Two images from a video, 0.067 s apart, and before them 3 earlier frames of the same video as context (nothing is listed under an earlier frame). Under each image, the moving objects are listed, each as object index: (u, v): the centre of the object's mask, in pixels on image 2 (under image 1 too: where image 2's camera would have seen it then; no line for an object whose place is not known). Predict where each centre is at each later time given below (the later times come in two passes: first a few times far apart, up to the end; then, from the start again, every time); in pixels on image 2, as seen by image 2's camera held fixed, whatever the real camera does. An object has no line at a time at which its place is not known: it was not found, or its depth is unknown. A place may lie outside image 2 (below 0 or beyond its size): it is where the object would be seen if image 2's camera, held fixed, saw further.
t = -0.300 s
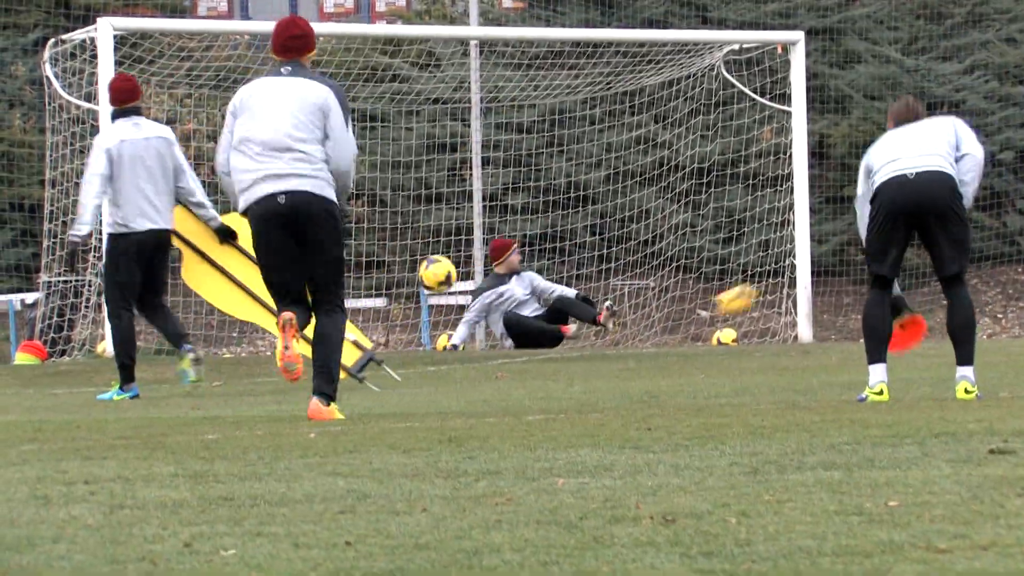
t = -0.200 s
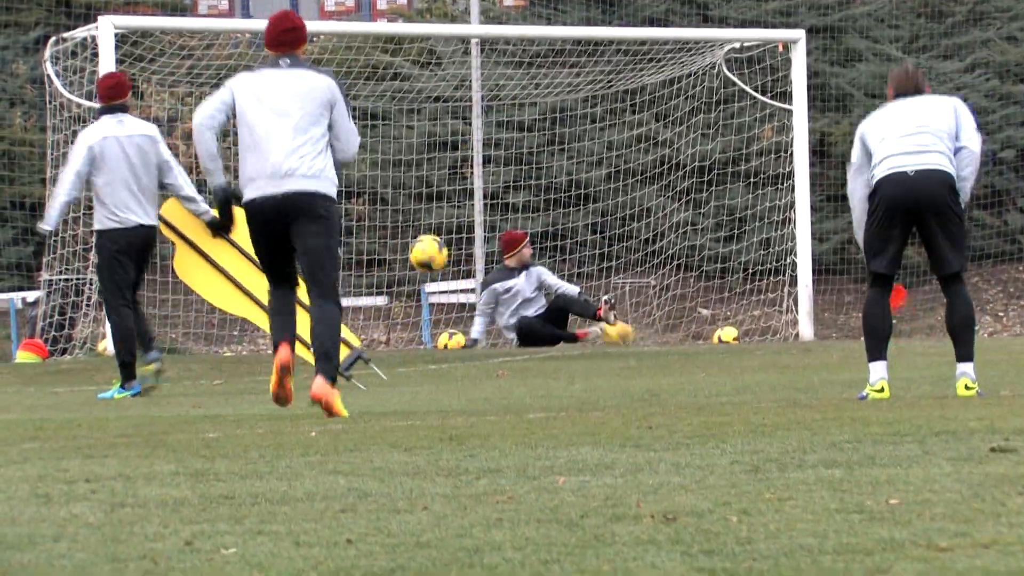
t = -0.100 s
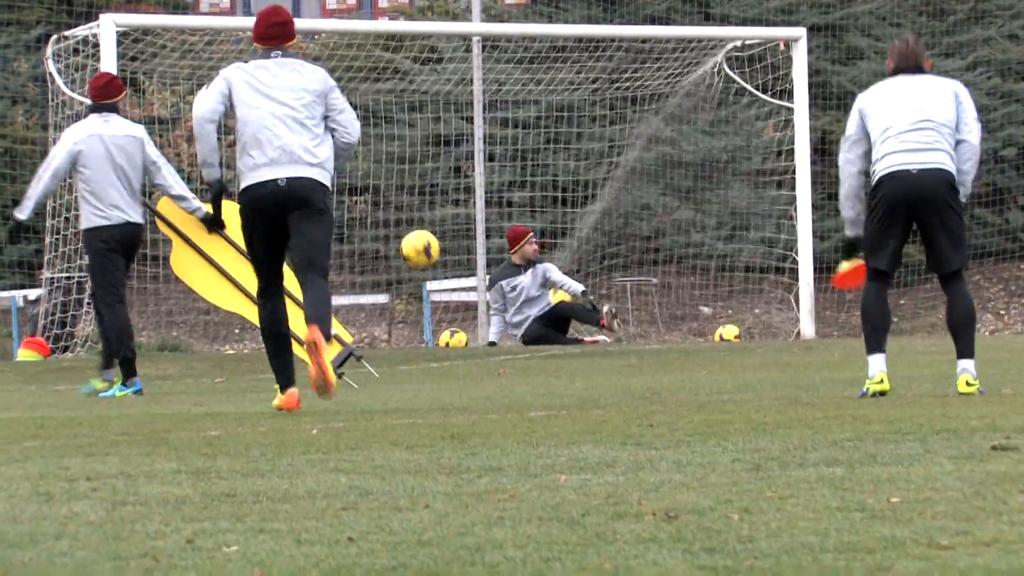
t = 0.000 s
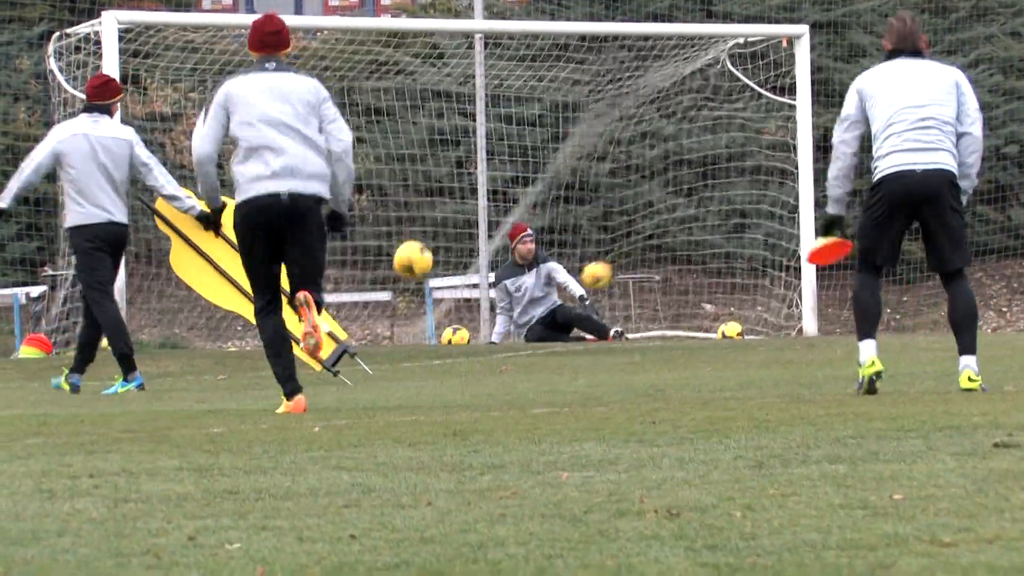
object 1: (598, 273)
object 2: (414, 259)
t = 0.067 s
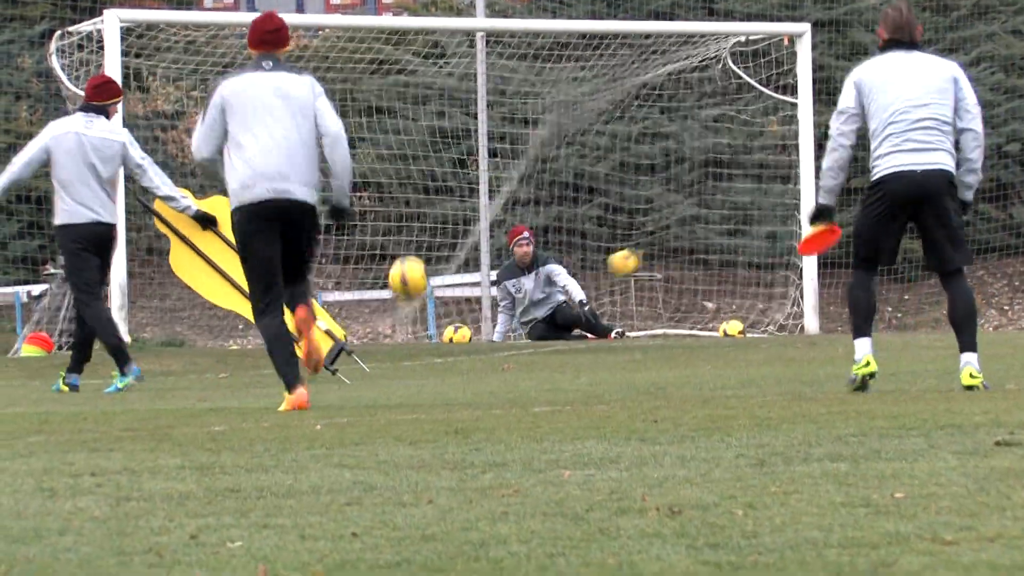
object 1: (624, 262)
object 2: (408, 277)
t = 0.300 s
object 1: (717, 264)
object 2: (385, 340)
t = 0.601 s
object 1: (759, 315)
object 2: (342, 327)
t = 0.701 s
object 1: (753, 313)
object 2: (329, 364)
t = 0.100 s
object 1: (638, 258)
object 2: (406, 289)
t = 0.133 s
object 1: (653, 256)
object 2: (402, 304)
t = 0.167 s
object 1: (665, 254)
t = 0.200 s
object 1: (678, 256)
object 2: (397, 340)
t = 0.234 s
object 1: (691, 255)
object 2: (393, 359)
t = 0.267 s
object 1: (704, 259)
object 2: (389, 352)
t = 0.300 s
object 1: (717, 264)
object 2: (385, 340)
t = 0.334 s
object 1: (729, 268)
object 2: (380, 329)
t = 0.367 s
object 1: (737, 273)
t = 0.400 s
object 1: (748, 279)
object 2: (373, 317)
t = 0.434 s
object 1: (752, 283)
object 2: (366, 314)
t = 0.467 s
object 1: (755, 288)
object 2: (361, 313)
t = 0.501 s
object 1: (758, 296)
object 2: (358, 313)
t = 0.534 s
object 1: (759, 302)
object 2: (353, 315)
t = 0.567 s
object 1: (760, 308)
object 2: (349, 320)
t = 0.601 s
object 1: (759, 315)
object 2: (342, 327)
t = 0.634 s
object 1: (759, 318)
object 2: (338, 336)
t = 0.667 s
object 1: (756, 315)
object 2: (335, 347)
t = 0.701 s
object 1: (753, 313)
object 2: (329, 364)
